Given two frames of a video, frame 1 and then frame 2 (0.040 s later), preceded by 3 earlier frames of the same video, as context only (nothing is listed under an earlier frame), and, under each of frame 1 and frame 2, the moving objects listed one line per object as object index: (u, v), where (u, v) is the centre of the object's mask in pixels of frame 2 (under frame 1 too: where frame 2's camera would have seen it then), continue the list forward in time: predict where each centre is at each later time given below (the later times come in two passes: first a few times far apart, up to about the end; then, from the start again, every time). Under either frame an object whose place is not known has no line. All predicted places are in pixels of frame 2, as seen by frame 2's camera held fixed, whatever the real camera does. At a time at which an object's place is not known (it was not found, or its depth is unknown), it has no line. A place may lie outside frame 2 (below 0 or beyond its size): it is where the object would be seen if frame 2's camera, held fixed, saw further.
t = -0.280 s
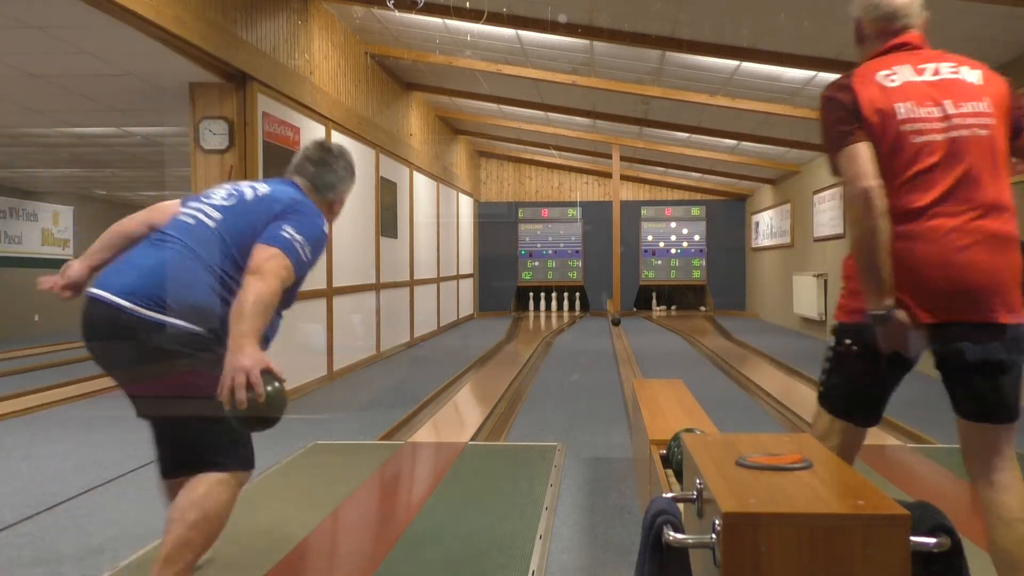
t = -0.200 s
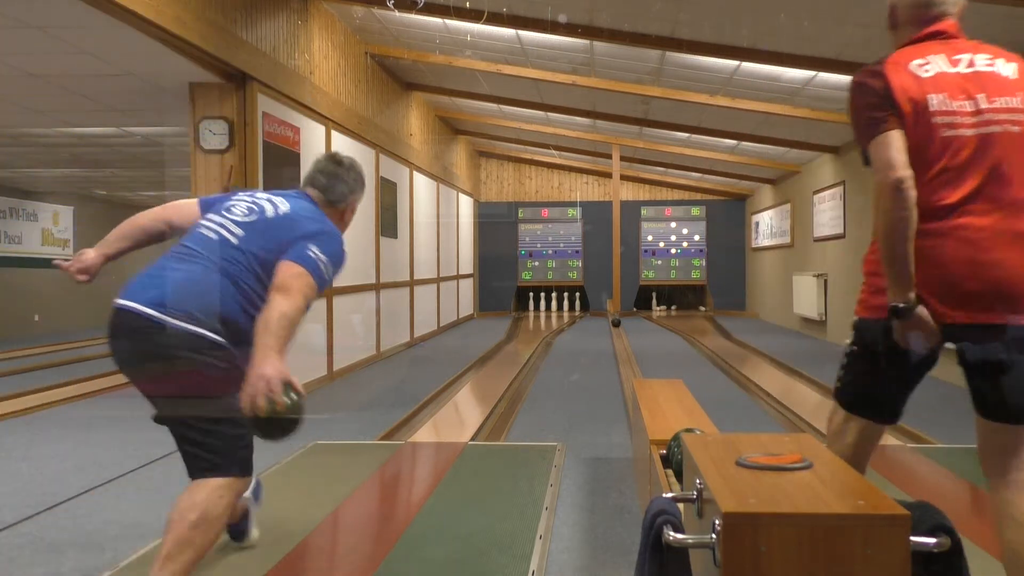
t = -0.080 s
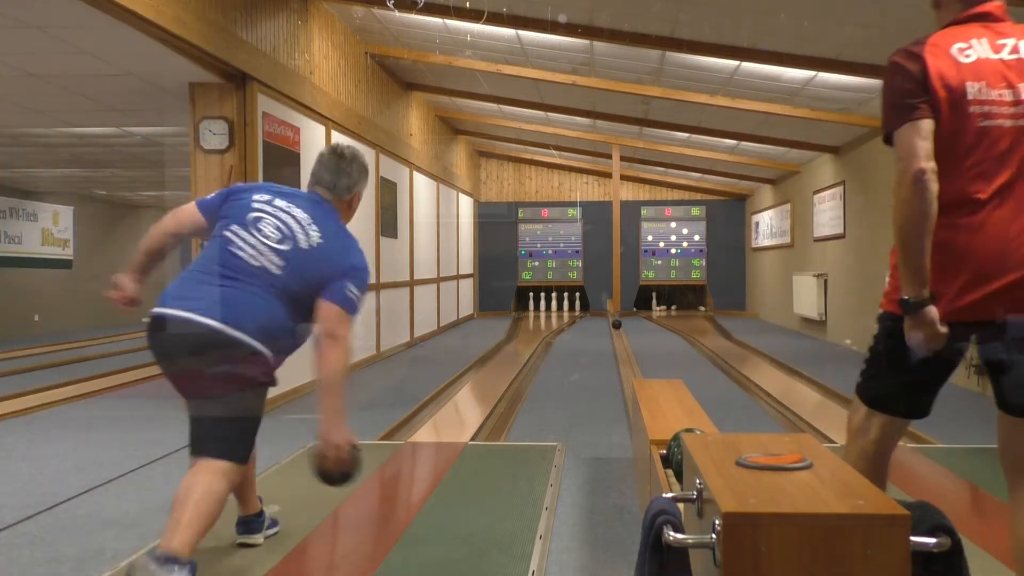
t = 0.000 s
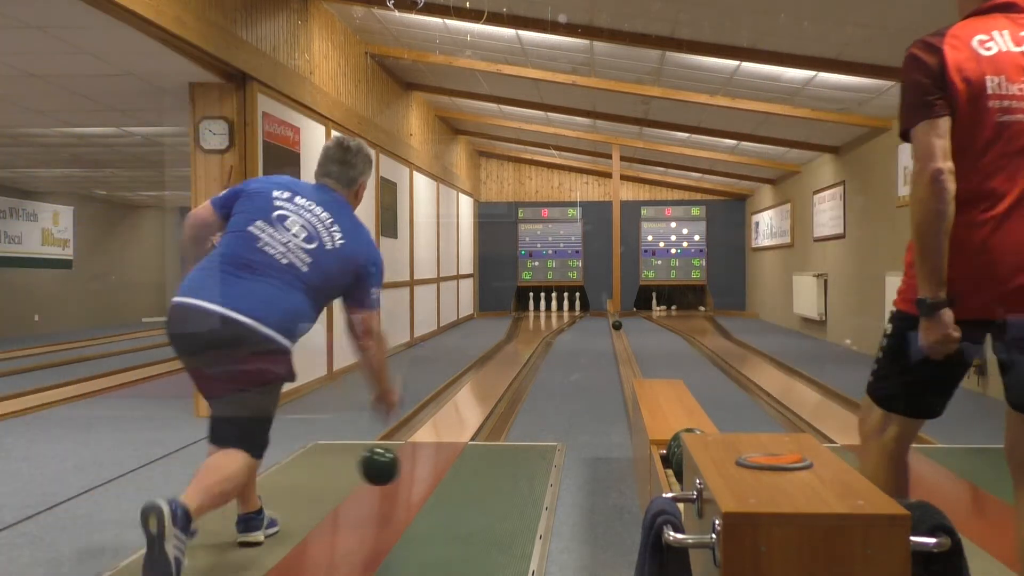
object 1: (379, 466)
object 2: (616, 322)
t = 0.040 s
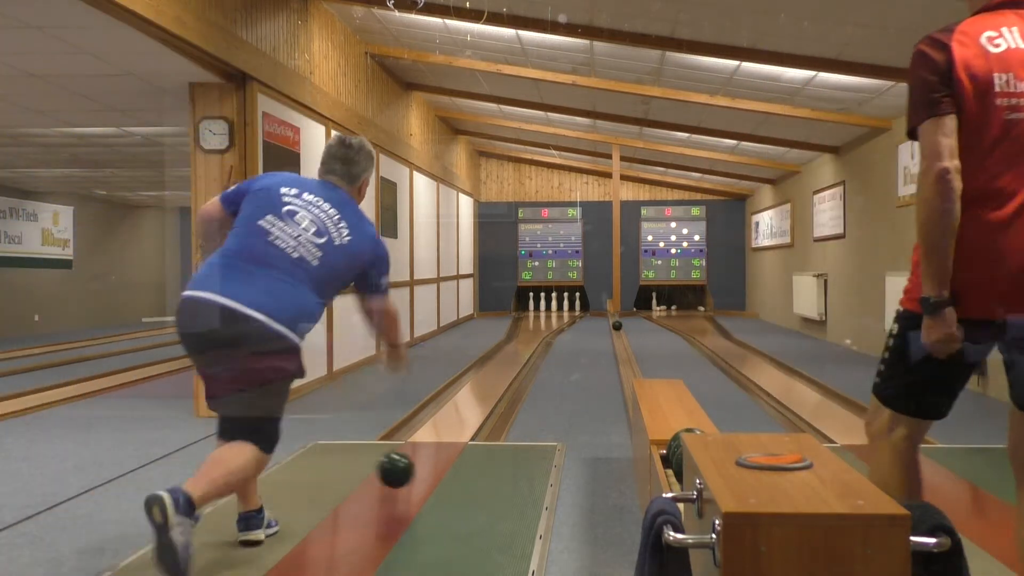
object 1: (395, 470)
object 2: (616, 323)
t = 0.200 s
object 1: (441, 430)
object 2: (616, 324)
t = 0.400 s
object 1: (474, 393)
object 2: (619, 331)
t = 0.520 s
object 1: (487, 377)
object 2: (619, 332)
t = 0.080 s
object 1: (410, 467)
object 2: (616, 323)
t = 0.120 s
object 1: (422, 453)
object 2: (616, 324)
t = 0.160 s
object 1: (432, 441)
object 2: (617, 327)
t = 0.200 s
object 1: (441, 430)
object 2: (616, 324)
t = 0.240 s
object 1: (449, 421)
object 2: (617, 325)
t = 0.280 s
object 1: (456, 413)
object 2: (617, 325)
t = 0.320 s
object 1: (463, 406)
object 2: (617, 326)
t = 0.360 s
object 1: (469, 399)
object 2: (617, 326)
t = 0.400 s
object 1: (474, 393)
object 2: (619, 331)
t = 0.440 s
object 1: (479, 387)
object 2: (617, 327)
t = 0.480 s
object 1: (483, 382)
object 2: (617, 327)
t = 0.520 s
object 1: (487, 377)
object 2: (619, 332)
